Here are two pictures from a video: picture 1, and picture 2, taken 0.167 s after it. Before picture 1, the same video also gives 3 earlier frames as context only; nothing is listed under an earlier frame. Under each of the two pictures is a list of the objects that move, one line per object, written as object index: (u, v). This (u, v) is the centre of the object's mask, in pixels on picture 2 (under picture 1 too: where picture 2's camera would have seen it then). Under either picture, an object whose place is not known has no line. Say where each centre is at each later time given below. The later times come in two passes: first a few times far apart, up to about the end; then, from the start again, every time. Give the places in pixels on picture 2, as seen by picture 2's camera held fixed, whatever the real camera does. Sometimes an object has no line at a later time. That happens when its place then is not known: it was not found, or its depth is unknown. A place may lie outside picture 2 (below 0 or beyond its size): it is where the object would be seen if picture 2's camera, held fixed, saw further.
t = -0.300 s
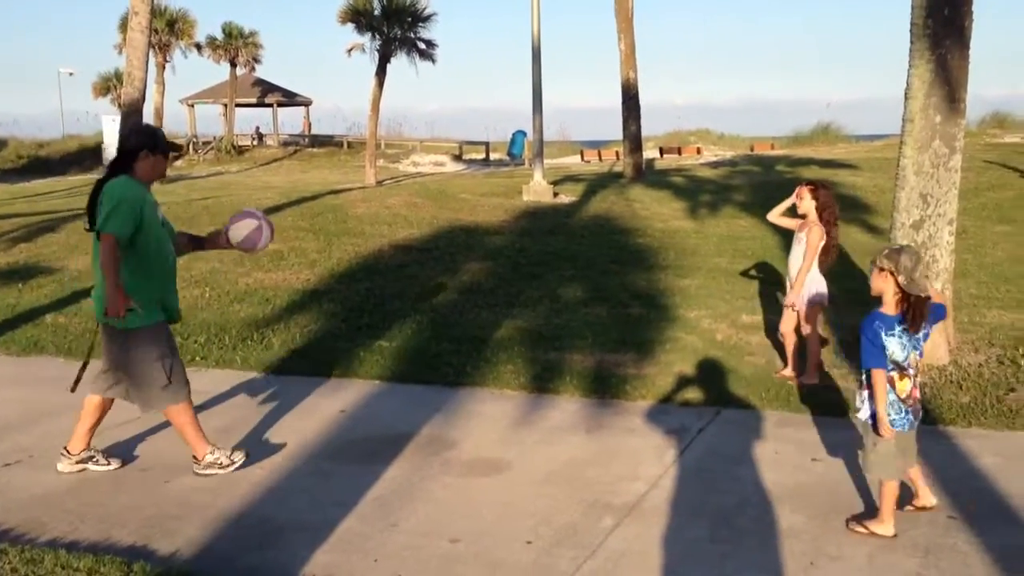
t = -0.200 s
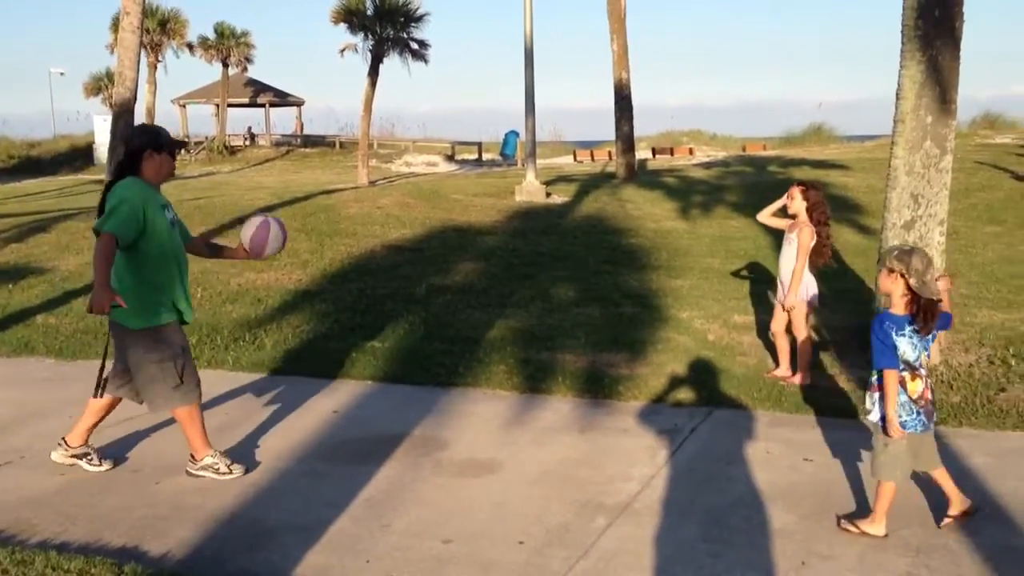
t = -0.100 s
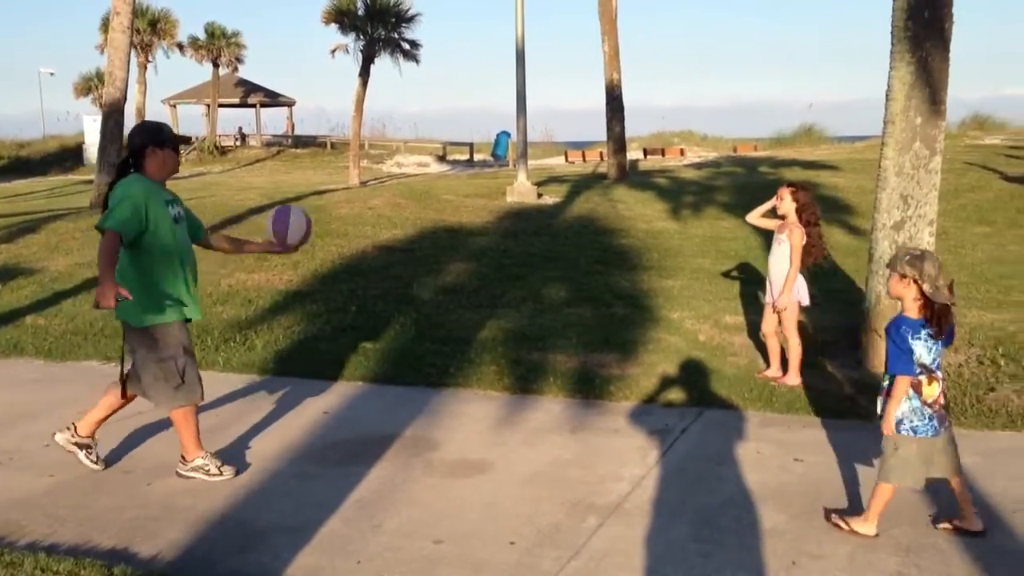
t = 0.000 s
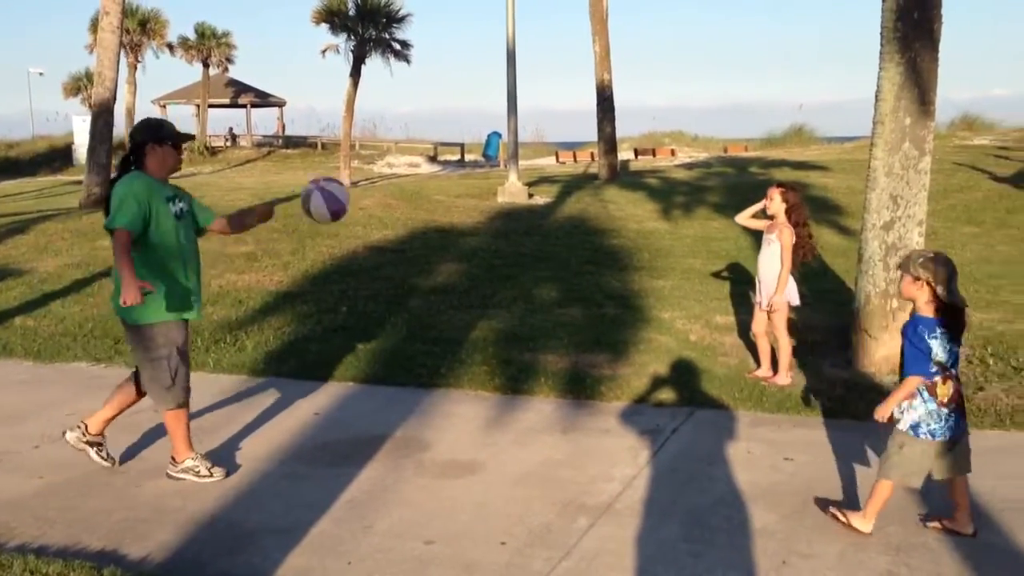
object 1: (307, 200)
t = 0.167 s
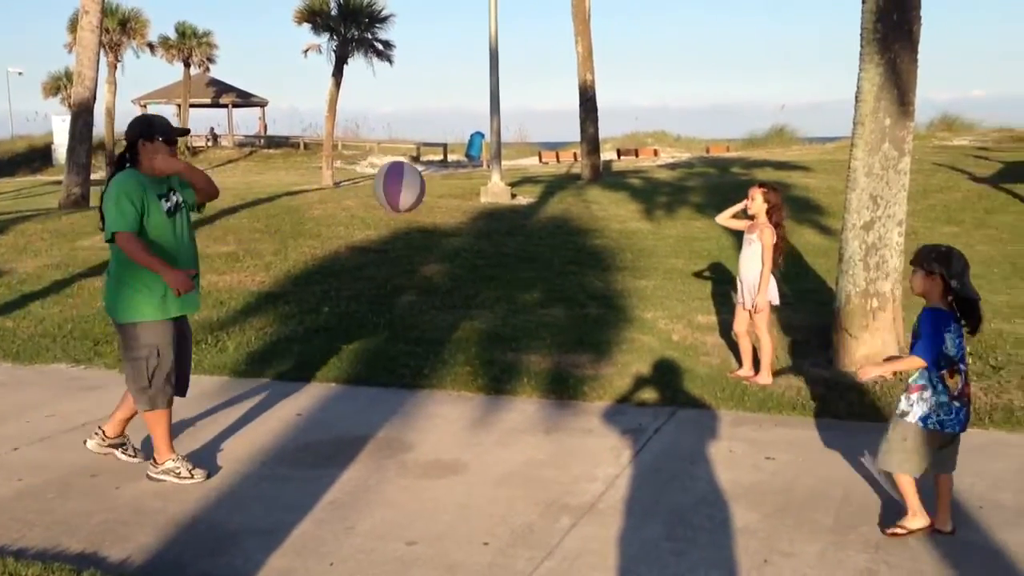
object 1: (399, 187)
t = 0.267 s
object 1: (463, 208)
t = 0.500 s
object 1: (640, 371)
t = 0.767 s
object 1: (809, 413)
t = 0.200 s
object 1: (419, 191)
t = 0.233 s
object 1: (441, 198)
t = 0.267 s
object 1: (463, 208)
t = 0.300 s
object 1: (485, 221)
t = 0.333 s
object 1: (509, 237)
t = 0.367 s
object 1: (533, 256)
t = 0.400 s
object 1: (558, 280)
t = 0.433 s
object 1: (585, 306)
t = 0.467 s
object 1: (612, 336)
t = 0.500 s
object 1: (640, 371)
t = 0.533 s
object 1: (668, 409)
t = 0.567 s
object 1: (700, 453)
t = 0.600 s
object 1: (731, 501)
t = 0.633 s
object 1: (757, 529)
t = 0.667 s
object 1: (769, 496)
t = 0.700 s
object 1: (782, 466)
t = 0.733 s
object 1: (795, 439)
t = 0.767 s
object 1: (809, 413)
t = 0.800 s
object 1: (822, 390)
